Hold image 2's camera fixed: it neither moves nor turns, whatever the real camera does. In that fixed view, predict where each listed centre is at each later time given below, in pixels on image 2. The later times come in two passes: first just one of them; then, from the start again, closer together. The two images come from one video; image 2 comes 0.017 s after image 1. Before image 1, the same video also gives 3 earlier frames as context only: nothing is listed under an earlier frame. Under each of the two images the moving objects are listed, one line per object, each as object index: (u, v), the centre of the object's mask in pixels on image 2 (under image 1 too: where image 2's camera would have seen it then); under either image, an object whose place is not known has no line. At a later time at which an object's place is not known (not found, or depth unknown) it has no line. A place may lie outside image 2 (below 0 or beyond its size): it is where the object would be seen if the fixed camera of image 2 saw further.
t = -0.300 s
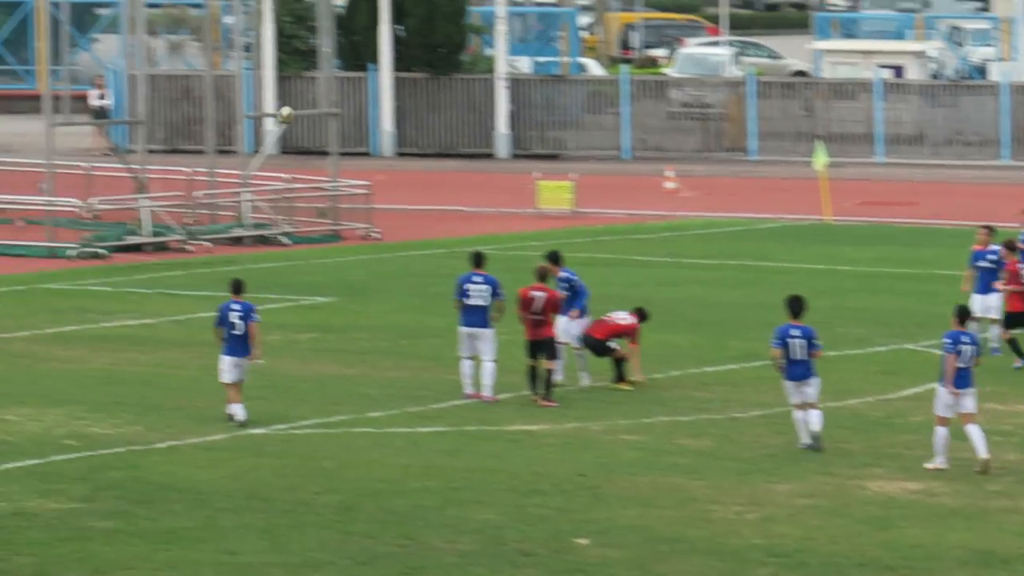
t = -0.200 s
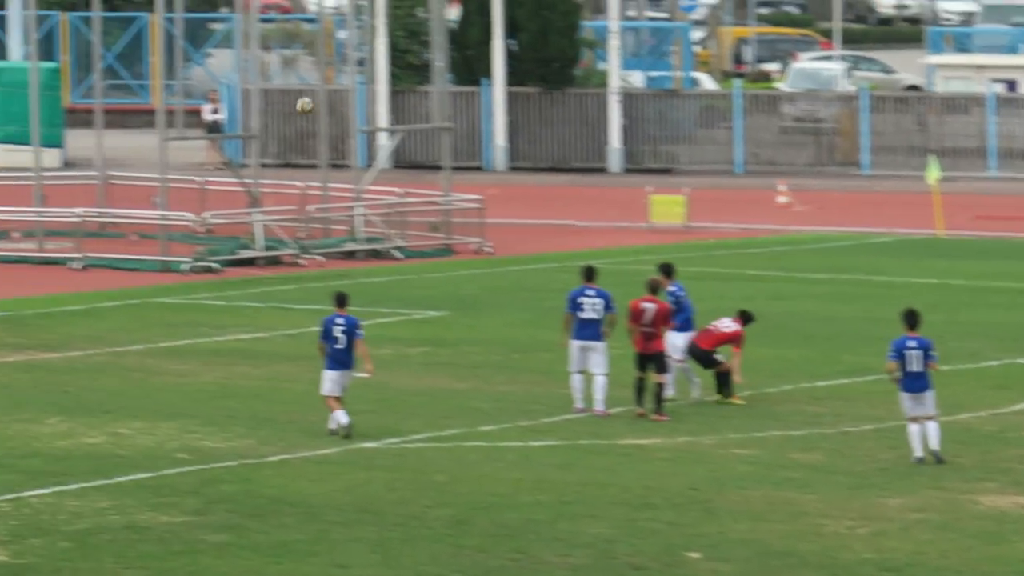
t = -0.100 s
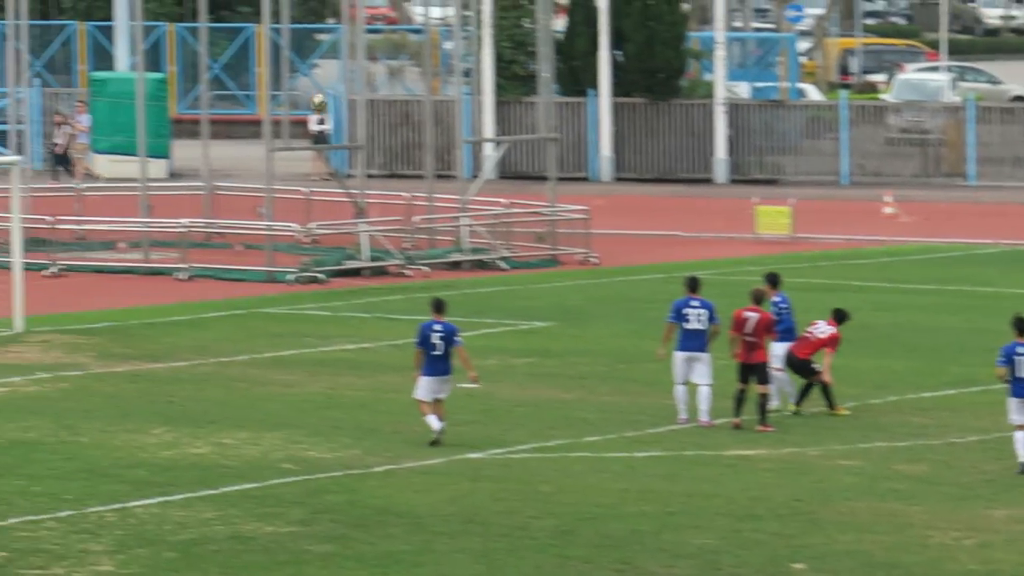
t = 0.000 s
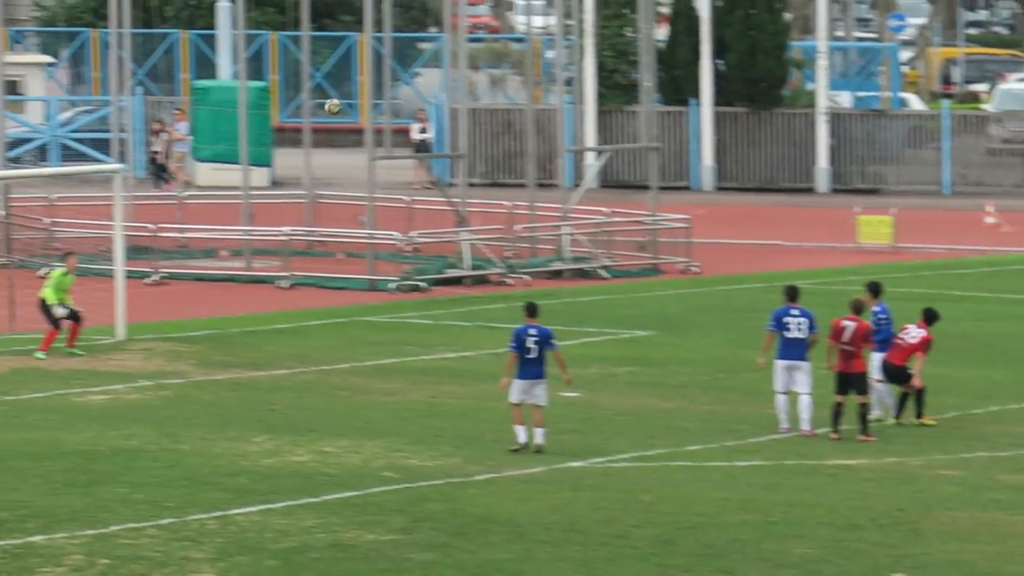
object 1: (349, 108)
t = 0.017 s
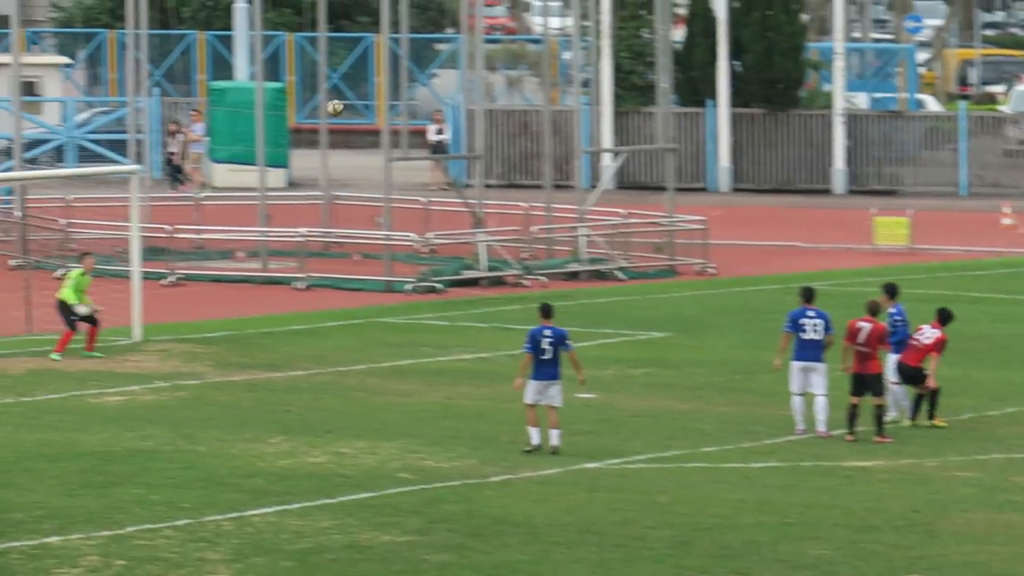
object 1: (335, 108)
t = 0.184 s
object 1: (194, 122)
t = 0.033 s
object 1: (321, 108)
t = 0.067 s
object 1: (292, 109)
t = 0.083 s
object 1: (279, 111)
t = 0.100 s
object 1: (265, 112)
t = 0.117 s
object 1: (250, 114)
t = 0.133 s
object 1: (236, 116)
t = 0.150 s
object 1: (222, 117)
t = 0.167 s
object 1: (208, 119)
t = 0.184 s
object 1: (194, 122)
